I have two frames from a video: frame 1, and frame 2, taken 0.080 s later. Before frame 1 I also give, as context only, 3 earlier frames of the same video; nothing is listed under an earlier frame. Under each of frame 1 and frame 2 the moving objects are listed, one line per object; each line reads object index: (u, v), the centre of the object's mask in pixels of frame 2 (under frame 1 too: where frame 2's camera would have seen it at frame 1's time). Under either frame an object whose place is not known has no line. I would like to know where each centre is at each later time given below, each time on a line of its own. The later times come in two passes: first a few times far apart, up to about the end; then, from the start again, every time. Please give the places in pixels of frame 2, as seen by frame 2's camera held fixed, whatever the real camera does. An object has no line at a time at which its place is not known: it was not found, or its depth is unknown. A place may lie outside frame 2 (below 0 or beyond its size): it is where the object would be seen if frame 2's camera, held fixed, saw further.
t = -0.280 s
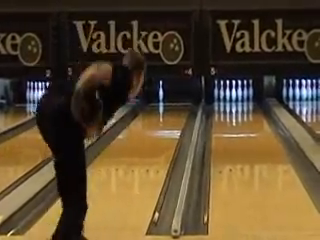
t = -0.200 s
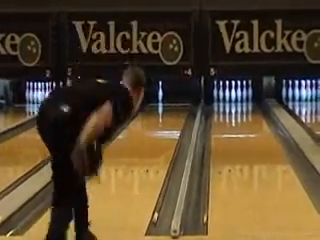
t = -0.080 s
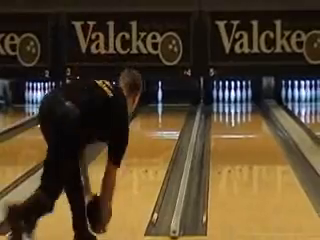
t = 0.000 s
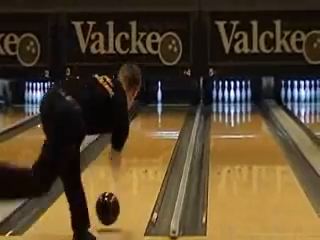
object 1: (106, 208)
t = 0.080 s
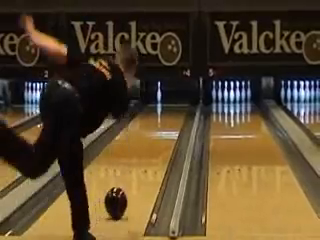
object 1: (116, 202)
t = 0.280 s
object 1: (133, 179)
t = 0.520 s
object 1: (148, 158)
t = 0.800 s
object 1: (159, 141)
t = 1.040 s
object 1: (167, 129)
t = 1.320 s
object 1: (172, 118)
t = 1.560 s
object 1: (175, 113)
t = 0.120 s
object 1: (120, 197)
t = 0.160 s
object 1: (123, 192)
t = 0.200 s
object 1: (127, 188)
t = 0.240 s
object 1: (130, 183)
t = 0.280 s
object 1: (133, 179)
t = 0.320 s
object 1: (136, 175)
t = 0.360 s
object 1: (138, 171)
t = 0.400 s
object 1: (141, 168)
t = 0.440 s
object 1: (143, 164)
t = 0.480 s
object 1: (145, 161)
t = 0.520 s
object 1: (148, 158)
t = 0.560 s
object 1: (150, 155)
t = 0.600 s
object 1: (152, 153)
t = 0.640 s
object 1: (153, 150)
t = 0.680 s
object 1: (155, 147)
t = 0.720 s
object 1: (156, 145)
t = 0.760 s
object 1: (158, 142)
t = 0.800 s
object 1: (159, 141)
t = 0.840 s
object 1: (161, 139)
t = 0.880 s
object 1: (162, 136)
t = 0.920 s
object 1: (163, 134)
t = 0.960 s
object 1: (164, 133)
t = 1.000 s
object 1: (166, 131)
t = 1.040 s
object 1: (167, 129)
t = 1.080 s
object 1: (168, 128)
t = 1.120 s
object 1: (169, 126)
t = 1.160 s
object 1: (169, 124)
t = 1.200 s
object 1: (170, 123)
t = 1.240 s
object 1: (171, 121)
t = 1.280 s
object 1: (172, 120)
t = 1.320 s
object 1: (172, 118)
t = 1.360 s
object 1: (173, 118)
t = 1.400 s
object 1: (173, 116)
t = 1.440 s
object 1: (174, 116)
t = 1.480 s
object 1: (175, 114)
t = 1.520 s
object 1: (175, 113)
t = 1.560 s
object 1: (175, 113)
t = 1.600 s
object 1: (175, 112)
